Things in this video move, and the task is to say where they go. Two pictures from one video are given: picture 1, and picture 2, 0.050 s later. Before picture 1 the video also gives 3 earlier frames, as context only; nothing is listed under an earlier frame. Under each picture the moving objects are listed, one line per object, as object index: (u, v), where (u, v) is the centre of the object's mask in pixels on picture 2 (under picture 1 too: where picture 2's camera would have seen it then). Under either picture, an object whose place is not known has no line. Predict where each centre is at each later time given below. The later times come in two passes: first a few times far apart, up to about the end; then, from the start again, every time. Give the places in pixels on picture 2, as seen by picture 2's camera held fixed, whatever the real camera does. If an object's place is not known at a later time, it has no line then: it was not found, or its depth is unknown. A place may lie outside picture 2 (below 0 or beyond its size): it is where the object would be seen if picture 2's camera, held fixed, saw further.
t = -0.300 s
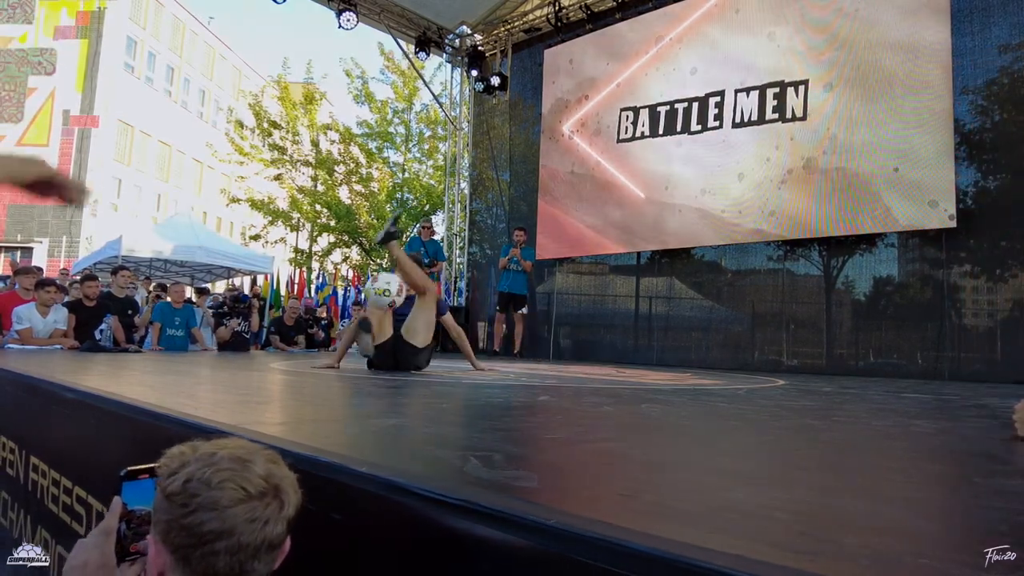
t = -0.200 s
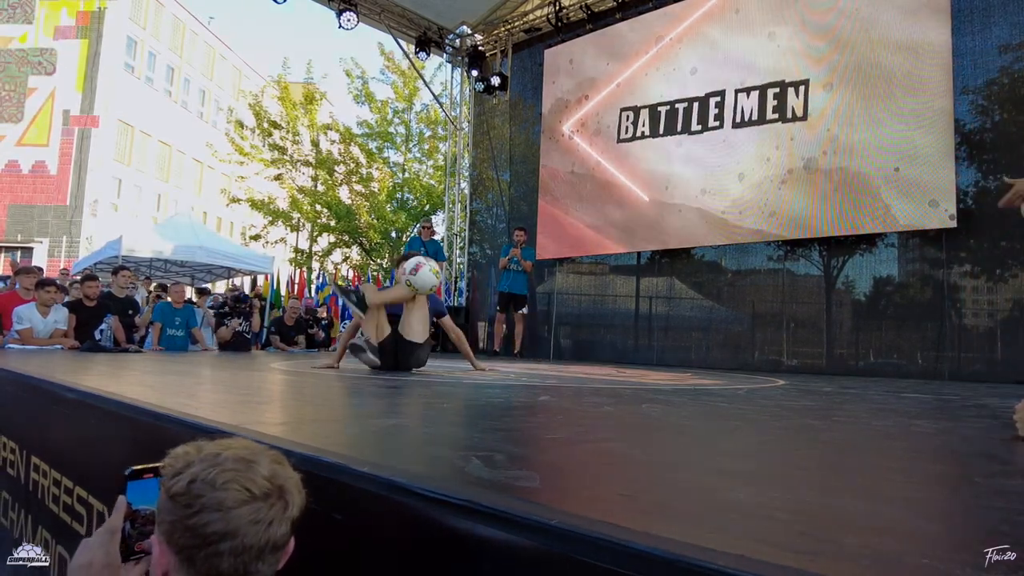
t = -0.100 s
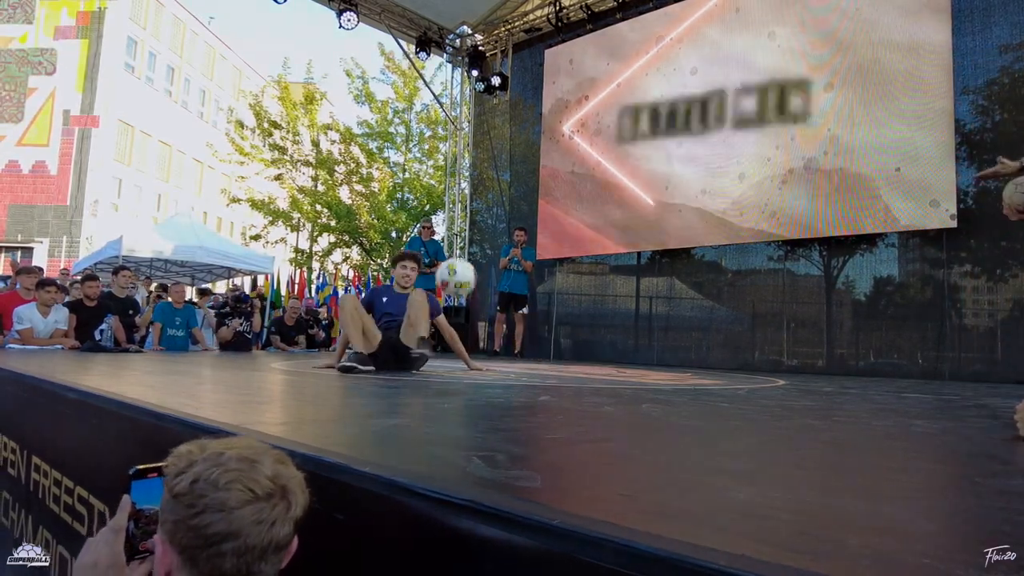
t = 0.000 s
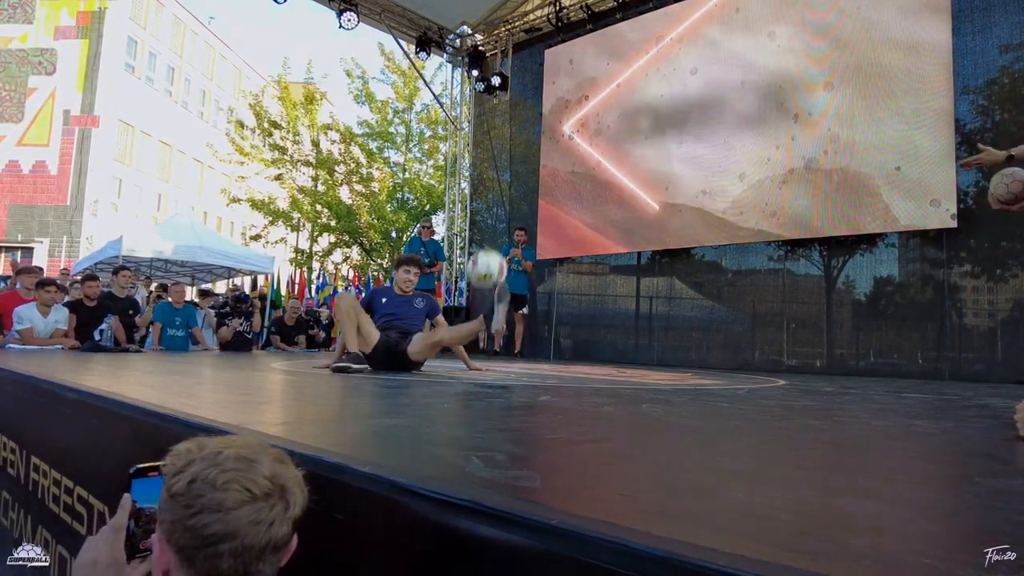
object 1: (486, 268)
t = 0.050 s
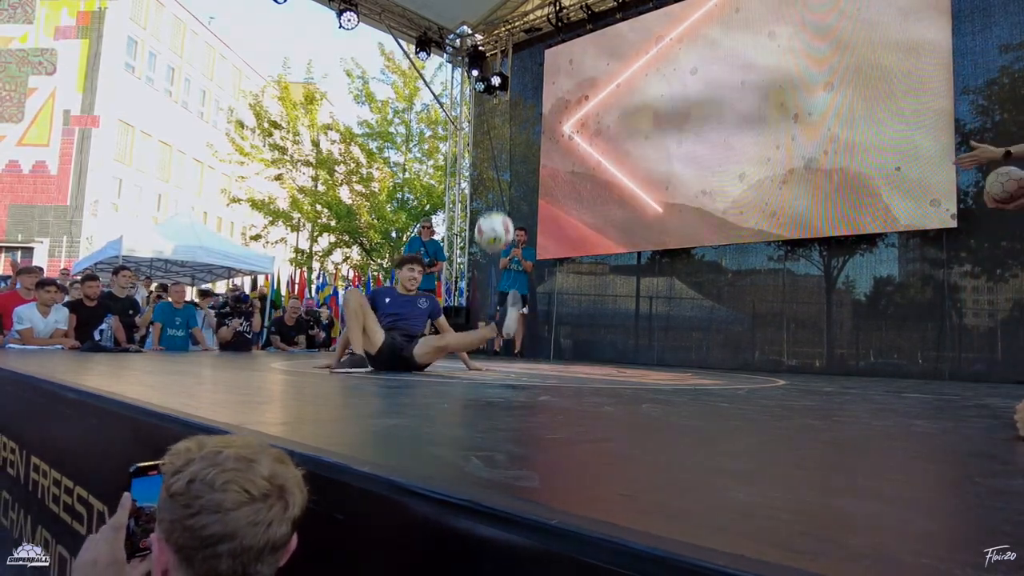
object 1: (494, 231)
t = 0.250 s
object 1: (519, 130)
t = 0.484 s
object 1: (541, 103)
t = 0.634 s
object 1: (552, 129)
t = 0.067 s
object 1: (496, 220)
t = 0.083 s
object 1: (499, 209)
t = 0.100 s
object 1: (501, 198)
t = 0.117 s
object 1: (503, 189)
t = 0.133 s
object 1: (505, 180)
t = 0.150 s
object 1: (507, 172)
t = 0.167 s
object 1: (509, 163)
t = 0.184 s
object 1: (511, 156)
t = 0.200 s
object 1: (513, 149)
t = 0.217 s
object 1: (515, 142)
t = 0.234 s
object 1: (517, 136)
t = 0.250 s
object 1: (519, 130)
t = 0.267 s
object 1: (521, 126)
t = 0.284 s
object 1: (522, 121)
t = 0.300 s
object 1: (524, 117)
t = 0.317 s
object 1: (526, 114)
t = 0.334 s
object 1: (528, 111)
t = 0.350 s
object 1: (529, 108)
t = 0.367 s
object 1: (531, 106)
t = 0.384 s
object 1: (532, 104)
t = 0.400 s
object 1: (534, 103)
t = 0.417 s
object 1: (535, 102)
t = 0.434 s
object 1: (537, 102)
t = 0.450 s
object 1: (538, 102)
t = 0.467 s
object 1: (539, 103)
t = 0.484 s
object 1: (541, 103)
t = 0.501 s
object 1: (542, 105)
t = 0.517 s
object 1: (544, 107)
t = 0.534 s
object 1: (545, 108)
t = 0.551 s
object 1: (546, 111)
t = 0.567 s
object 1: (547, 112)
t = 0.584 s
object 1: (548, 116)
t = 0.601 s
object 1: (549, 120)
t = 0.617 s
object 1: (551, 124)
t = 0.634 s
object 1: (552, 129)
